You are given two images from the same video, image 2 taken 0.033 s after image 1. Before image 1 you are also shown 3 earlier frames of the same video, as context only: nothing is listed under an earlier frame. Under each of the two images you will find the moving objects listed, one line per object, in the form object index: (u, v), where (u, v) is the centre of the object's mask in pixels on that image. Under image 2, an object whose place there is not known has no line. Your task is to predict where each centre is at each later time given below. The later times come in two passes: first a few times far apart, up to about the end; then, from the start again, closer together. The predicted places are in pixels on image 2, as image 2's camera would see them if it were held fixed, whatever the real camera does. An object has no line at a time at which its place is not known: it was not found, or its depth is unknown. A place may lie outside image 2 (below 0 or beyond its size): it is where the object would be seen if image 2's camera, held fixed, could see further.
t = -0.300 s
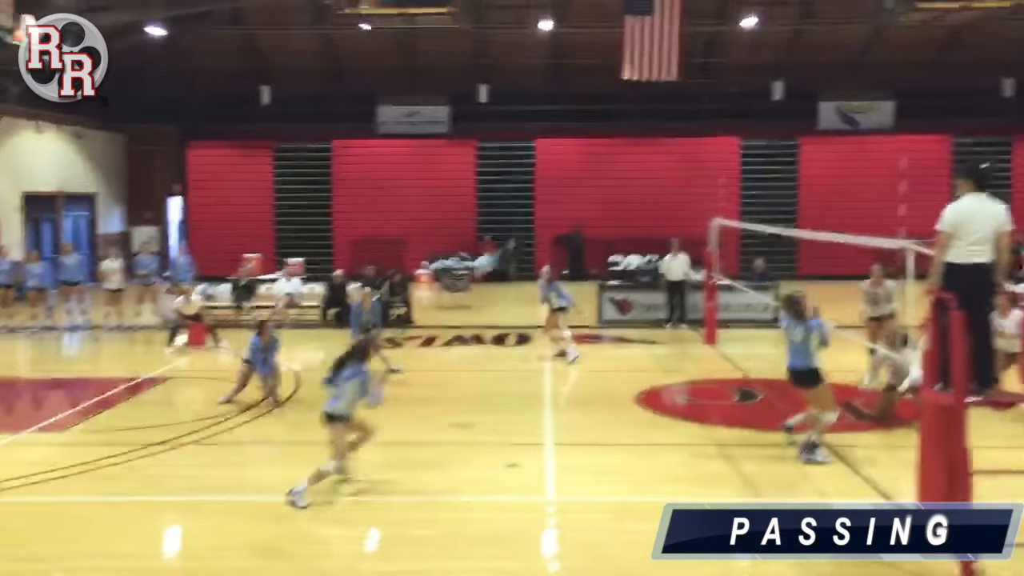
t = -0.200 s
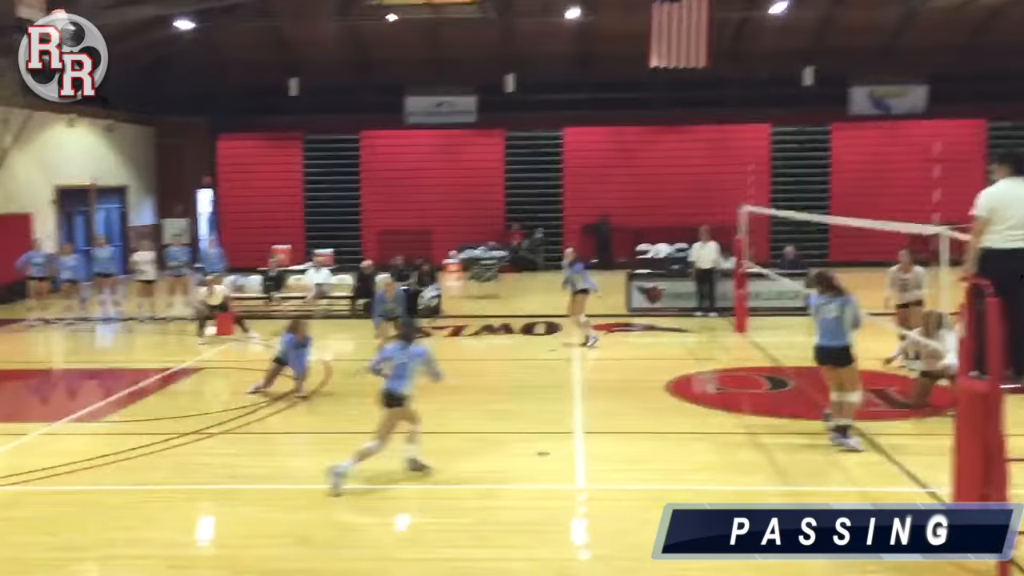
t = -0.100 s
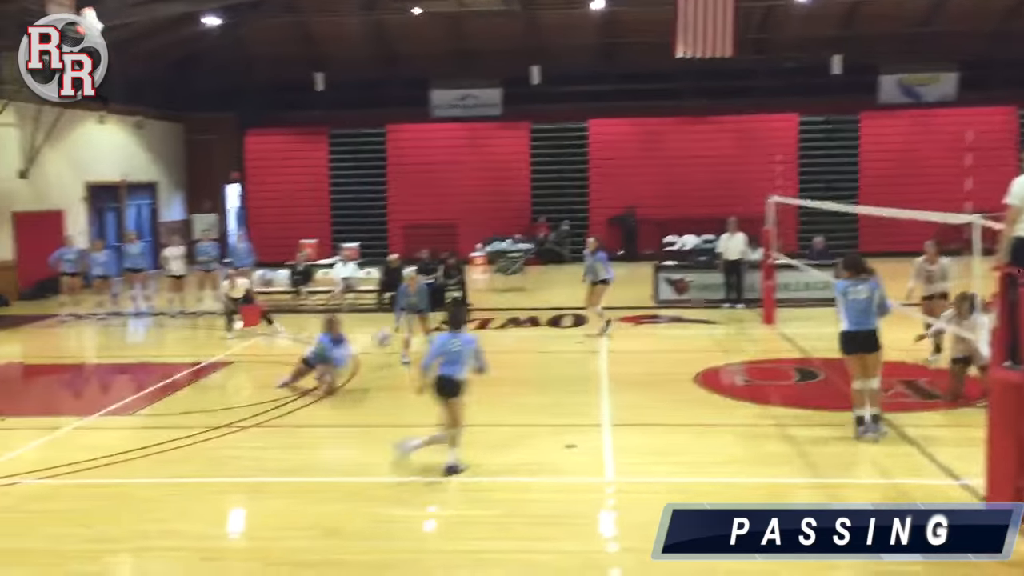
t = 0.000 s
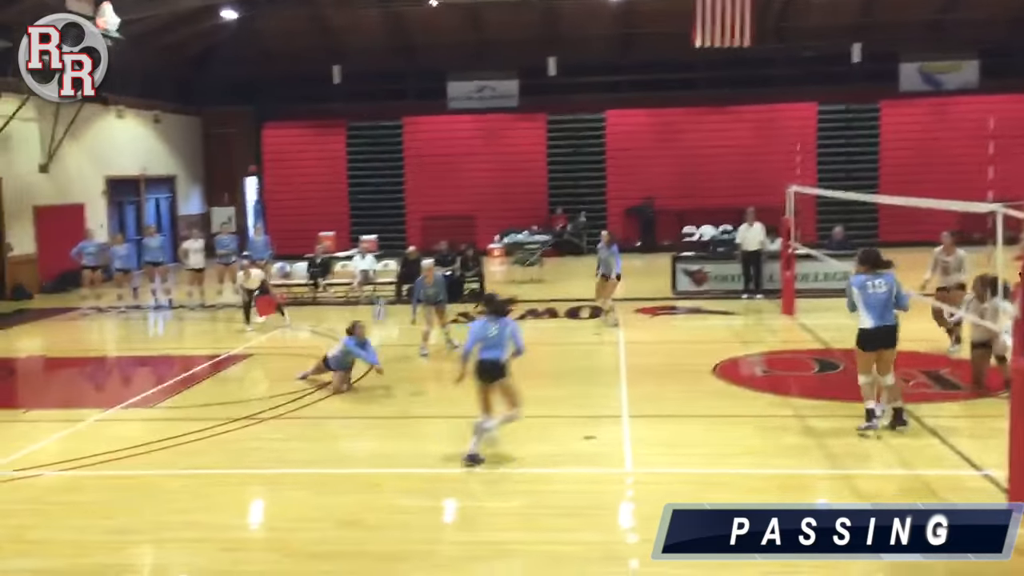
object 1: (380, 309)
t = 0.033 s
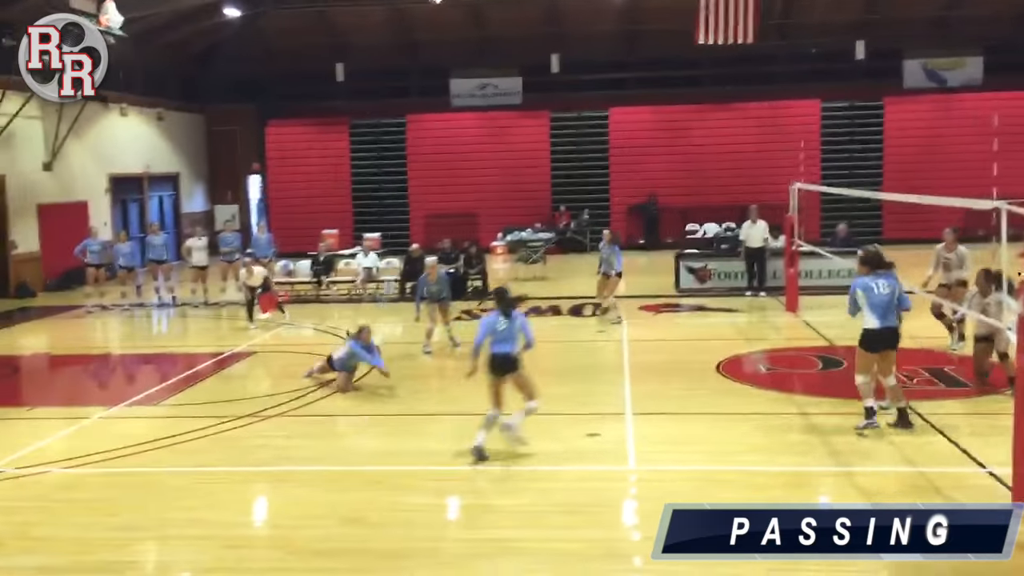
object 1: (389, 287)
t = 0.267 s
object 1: (414, 162)
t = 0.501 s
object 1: (441, 70)
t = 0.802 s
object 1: (477, 18)
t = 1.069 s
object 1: (515, 42)
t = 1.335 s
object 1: (557, 139)
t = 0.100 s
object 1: (395, 247)
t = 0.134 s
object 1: (399, 232)
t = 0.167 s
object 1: (403, 212)
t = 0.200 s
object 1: (406, 195)
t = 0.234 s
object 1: (410, 178)
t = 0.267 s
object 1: (414, 162)
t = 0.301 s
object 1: (418, 146)
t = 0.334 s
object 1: (421, 132)
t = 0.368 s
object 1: (425, 118)
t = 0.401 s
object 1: (429, 104)
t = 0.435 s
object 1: (433, 93)
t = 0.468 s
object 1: (436, 81)
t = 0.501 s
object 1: (441, 70)
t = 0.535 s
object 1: (444, 61)
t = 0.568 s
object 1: (448, 52)
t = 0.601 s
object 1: (452, 44)
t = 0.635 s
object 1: (456, 37)
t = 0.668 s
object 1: (460, 32)
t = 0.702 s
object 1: (464, 27)
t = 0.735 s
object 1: (469, 23)
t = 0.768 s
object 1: (473, 20)
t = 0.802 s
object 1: (477, 18)
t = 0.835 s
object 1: (482, 17)
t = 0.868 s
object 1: (487, 17)
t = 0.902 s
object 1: (491, 18)
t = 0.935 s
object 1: (496, 21)
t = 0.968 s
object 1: (501, 24)
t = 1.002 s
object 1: (505, 29)
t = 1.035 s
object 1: (510, 35)
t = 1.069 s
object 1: (515, 42)
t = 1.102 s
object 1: (520, 50)
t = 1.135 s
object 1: (525, 59)
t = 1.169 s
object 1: (531, 69)
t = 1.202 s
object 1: (535, 80)
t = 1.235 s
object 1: (540, 93)
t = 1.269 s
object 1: (546, 105)
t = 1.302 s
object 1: (552, 122)
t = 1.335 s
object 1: (557, 139)
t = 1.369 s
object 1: (563, 156)
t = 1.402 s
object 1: (569, 176)
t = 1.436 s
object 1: (575, 195)
